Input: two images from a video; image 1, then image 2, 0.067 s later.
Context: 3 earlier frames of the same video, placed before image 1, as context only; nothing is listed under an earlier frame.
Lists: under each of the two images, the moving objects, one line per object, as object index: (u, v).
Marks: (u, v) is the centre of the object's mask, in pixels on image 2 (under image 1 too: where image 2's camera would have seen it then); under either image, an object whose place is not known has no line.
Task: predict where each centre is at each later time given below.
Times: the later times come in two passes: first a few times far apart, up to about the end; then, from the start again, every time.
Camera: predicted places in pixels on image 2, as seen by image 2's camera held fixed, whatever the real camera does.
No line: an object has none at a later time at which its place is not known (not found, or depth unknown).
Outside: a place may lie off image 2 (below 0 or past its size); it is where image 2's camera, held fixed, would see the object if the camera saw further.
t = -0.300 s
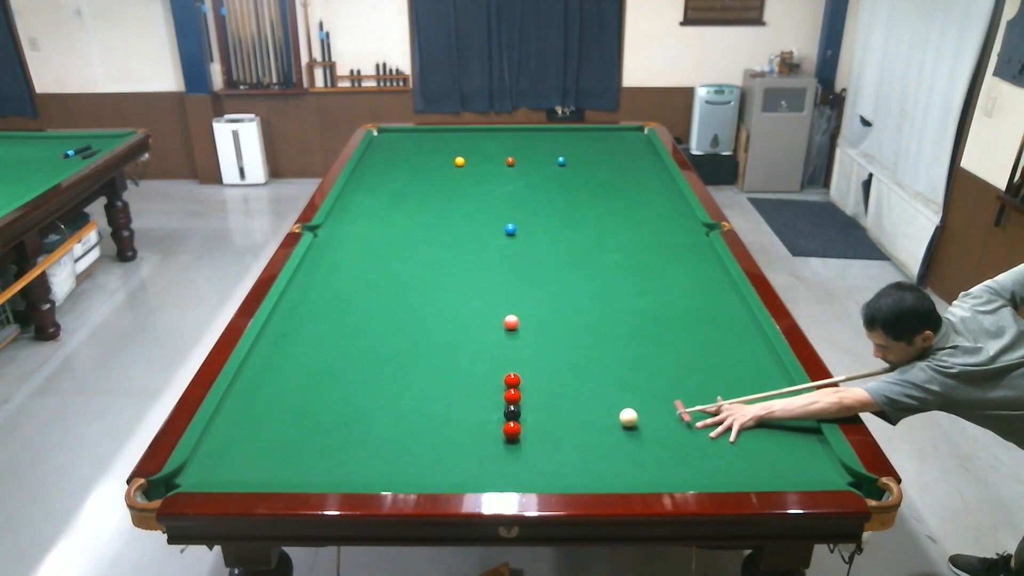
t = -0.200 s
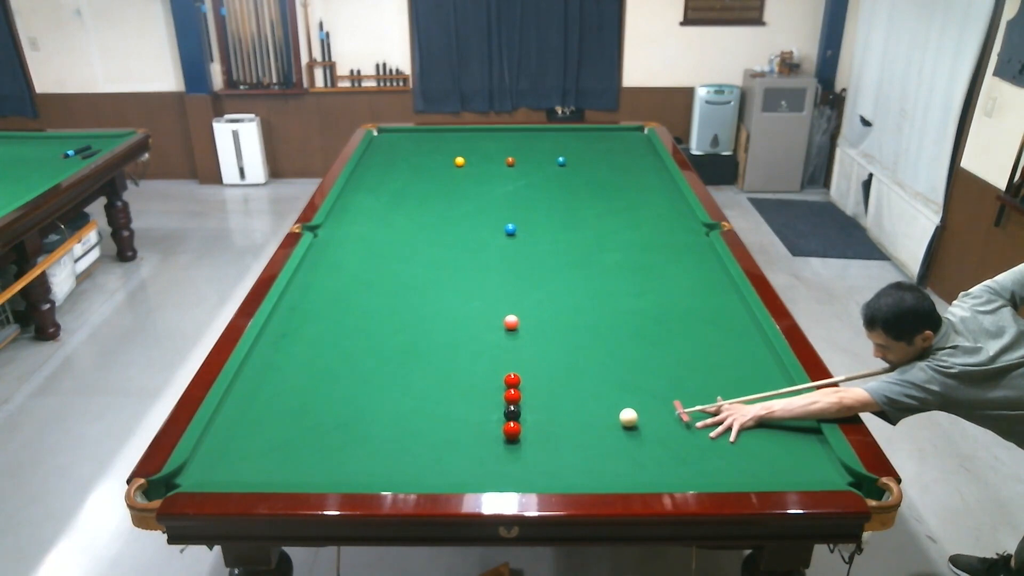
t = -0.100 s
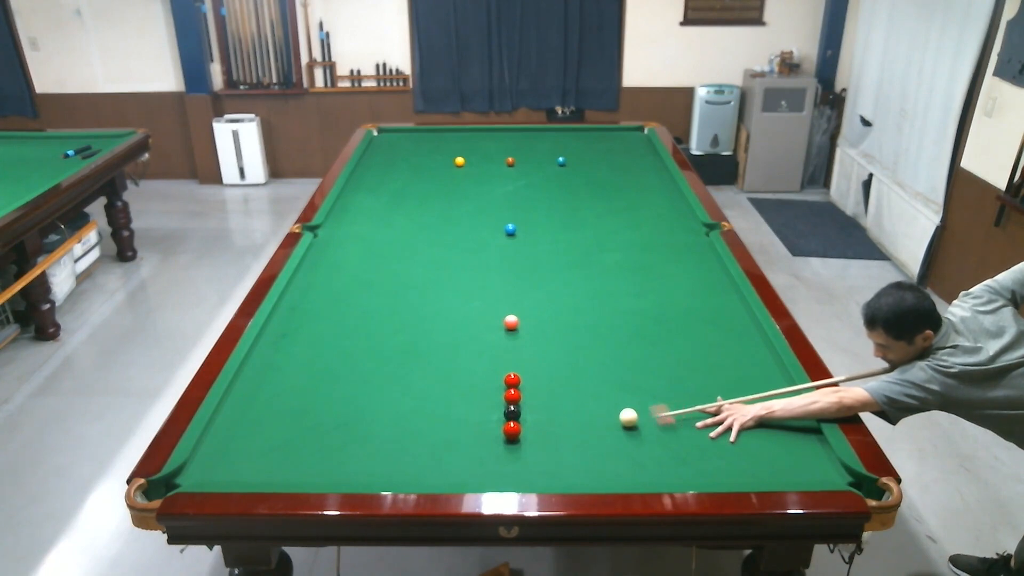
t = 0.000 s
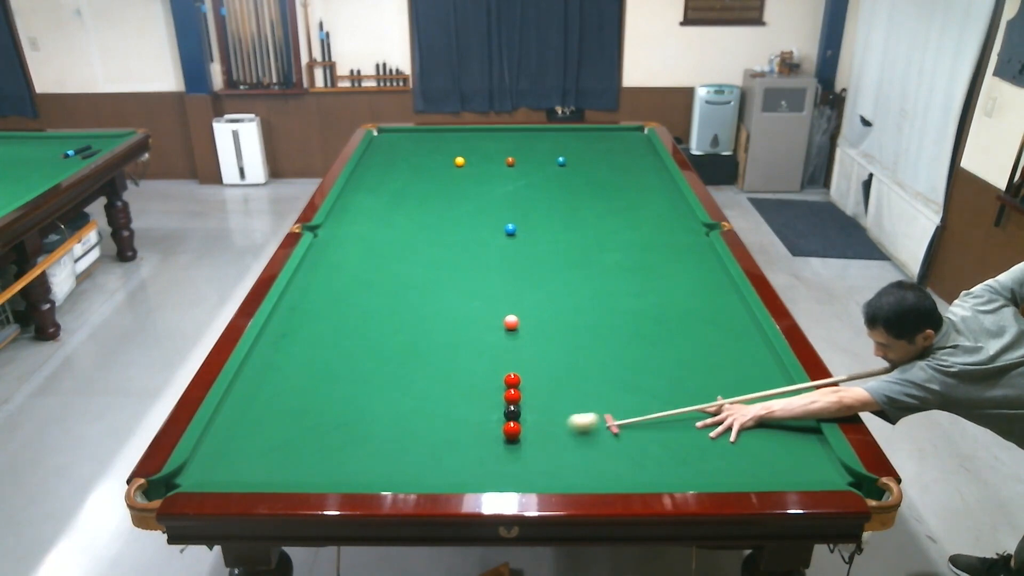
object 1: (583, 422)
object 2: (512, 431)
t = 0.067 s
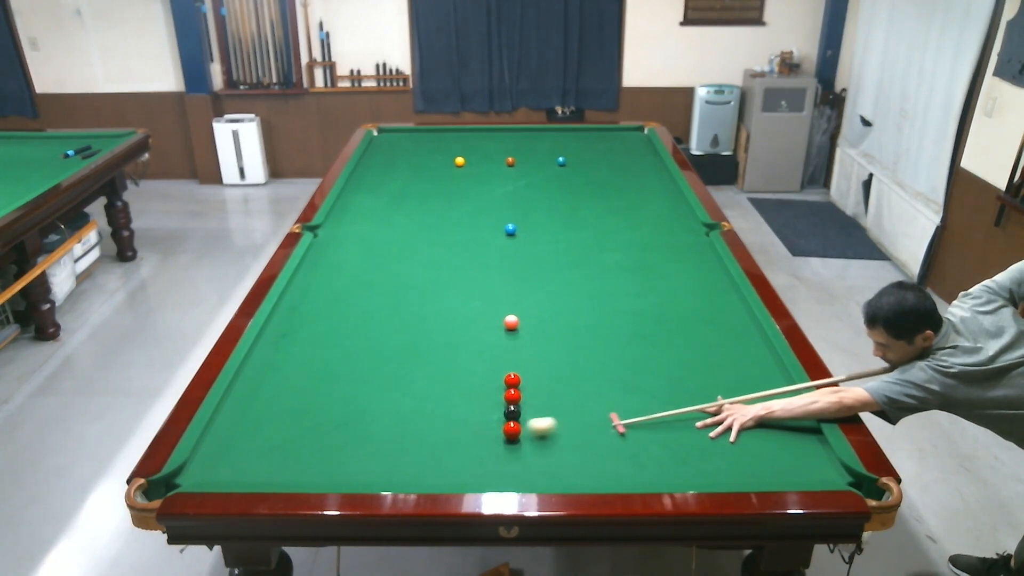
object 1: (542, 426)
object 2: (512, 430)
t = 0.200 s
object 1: (533, 426)
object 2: (450, 439)
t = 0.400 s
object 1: (548, 421)
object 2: (357, 452)
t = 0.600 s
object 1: (562, 417)
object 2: (263, 465)
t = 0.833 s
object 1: (578, 413)
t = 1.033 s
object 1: (590, 410)
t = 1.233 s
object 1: (601, 407)
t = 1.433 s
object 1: (611, 404)
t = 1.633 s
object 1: (620, 403)
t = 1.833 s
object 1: (628, 400)
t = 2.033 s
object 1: (635, 399)
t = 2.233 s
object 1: (641, 397)
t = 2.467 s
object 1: (647, 396)
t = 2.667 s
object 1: (651, 396)
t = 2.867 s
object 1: (654, 395)
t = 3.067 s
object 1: (656, 395)
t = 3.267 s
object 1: (657, 395)
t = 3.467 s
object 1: (657, 395)
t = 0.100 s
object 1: (529, 428)
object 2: (505, 429)
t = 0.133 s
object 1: (530, 427)
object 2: (486, 432)
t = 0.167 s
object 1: (531, 426)
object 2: (468, 435)
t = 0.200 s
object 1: (533, 426)
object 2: (450, 439)
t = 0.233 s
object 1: (536, 425)
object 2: (434, 441)
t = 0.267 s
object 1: (538, 424)
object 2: (419, 443)
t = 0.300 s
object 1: (541, 423)
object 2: (403, 445)
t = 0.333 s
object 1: (543, 423)
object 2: (388, 447)
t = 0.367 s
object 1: (546, 422)
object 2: (372, 450)
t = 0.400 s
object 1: (548, 421)
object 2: (357, 452)
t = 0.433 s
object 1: (551, 421)
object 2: (342, 454)
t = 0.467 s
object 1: (553, 420)
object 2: (326, 456)
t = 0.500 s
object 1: (556, 419)
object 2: (310, 459)
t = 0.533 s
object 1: (558, 419)
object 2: (295, 461)
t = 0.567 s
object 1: (560, 418)
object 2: (279, 463)
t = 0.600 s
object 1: (562, 417)
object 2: (263, 465)
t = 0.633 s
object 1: (565, 416)
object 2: (247, 468)
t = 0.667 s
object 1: (567, 416)
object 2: (231, 470)
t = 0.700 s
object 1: (569, 415)
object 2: (215, 471)
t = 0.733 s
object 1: (571, 415)
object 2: (199, 473)
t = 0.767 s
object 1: (573, 414)
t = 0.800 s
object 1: (576, 413)
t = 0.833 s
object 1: (578, 413)
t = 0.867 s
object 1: (580, 412)
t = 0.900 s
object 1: (581, 412)
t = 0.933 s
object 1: (584, 411)
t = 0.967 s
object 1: (586, 411)
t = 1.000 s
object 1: (588, 410)
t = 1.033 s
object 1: (590, 410)
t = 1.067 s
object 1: (591, 409)
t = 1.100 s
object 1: (593, 409)
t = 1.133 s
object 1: (595, 408)
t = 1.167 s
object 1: (597, 408)
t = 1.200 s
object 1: (599, 408)
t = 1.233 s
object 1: (601, 407)
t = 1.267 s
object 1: (602, 407)
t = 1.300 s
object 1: (604, 406)
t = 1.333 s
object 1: (606, 406)
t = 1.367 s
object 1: (607, 405)
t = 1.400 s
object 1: (609, 405)
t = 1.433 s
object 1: (611, 404)
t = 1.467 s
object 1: (612, 404)
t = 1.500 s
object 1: (614, 404)
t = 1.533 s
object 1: (615, 404)
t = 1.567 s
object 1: (617, 403)
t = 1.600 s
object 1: (618, 403)
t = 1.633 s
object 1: (620, 403)
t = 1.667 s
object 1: (621, 402)
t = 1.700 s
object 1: (622, 402)
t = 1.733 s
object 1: (624, 401)
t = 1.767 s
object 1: (625, 401)
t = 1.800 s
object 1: (626, 401)
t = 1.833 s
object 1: (628, 400)
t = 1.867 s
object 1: (629, 400)
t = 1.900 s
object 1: (630, 400)
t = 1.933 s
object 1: (631, 400)
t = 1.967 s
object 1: (633, 399)
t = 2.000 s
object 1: (634, 399)
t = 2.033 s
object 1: (635, 399)
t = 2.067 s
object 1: (636, 399)
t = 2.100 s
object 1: (637, 398)
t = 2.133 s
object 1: (638, 398)
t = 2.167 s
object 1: (639, 398)
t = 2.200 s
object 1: (640, 397)
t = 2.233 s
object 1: (641, 397)
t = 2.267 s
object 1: (642, 397)
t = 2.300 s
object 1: (643, 397)
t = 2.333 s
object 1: (643, 397)
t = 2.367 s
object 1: (644, 396)
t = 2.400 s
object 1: (645, 396)
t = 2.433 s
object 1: (646, 396)
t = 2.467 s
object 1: (647, 396)
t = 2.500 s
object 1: (647, 396)
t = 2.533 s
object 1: (648, 396)
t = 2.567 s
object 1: (649, 396)
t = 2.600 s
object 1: (649, 396)
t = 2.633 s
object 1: (650, 396)
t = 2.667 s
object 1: (651, 396)
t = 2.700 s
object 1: (651, 396)
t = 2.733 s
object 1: (652, 395)
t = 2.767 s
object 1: (652, 395)
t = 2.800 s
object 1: (653, 395)
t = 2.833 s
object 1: (653, 395)
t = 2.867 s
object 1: (654, 395)
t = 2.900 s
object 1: (654, 395)
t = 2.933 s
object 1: (654, 395)
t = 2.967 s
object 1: (655, 395)
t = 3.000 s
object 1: (655, 395)
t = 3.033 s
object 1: (655, 395)
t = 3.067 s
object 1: (656, 395)
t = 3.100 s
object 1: (656, 395)
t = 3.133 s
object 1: (656, 395)
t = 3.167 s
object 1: (656, 395)
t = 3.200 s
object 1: (657, 395)
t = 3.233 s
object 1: (657, 395)
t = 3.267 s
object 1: (657, 395)
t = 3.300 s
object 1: (657, 395)
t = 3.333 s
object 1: (657, 395)
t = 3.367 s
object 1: (657, 395)
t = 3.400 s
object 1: (657, 395)
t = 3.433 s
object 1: (657, 395)
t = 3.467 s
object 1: (657, 395)
